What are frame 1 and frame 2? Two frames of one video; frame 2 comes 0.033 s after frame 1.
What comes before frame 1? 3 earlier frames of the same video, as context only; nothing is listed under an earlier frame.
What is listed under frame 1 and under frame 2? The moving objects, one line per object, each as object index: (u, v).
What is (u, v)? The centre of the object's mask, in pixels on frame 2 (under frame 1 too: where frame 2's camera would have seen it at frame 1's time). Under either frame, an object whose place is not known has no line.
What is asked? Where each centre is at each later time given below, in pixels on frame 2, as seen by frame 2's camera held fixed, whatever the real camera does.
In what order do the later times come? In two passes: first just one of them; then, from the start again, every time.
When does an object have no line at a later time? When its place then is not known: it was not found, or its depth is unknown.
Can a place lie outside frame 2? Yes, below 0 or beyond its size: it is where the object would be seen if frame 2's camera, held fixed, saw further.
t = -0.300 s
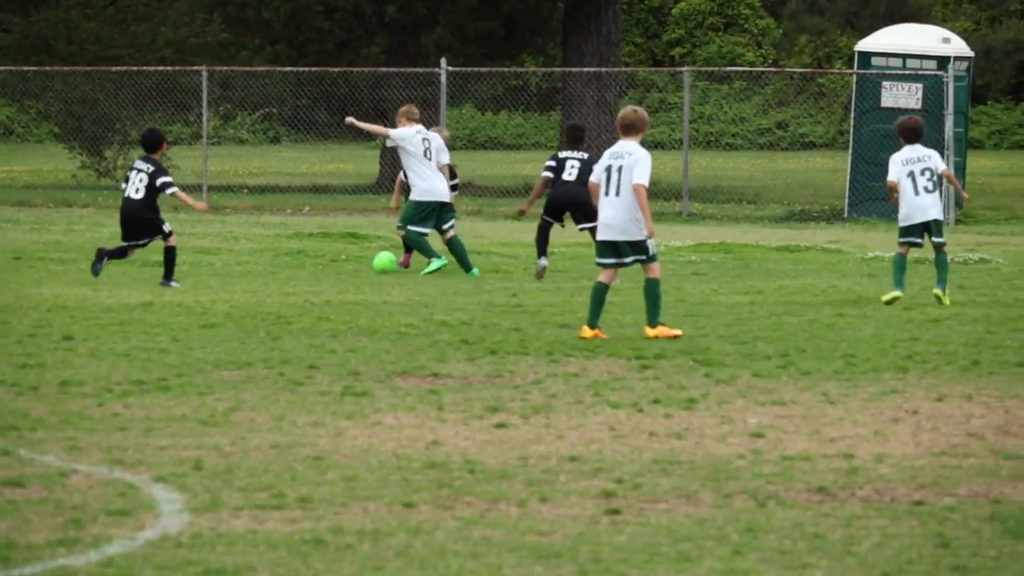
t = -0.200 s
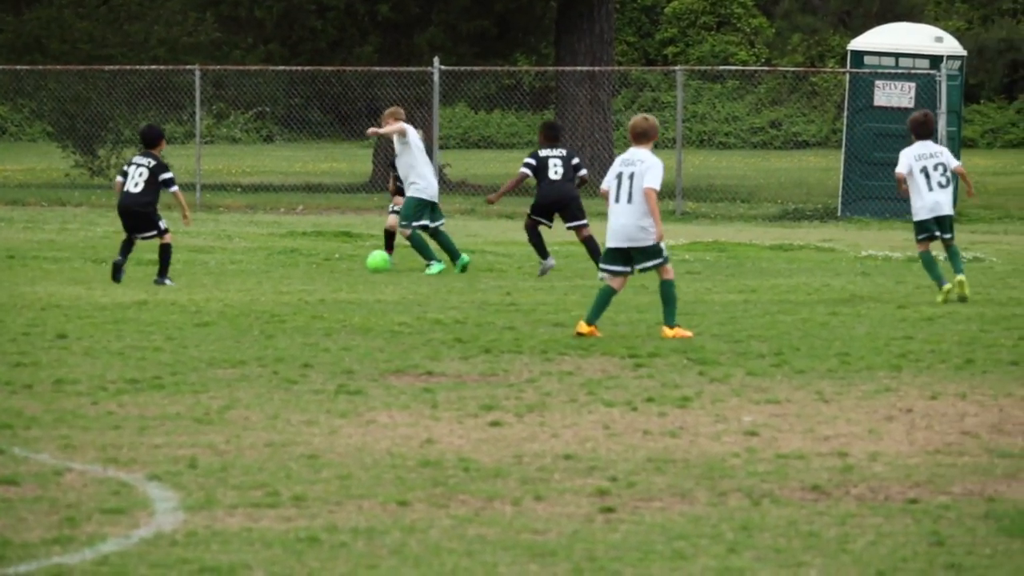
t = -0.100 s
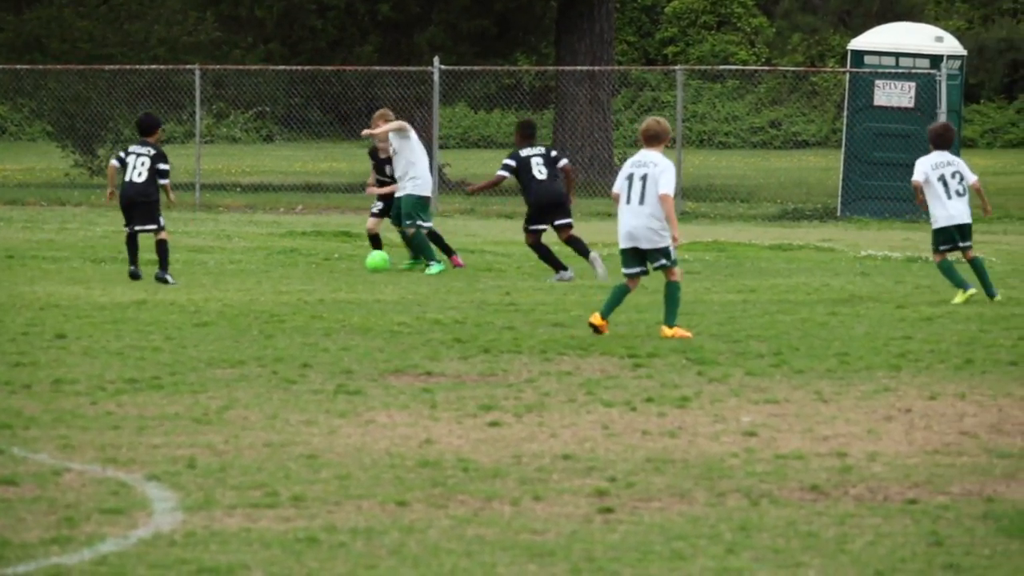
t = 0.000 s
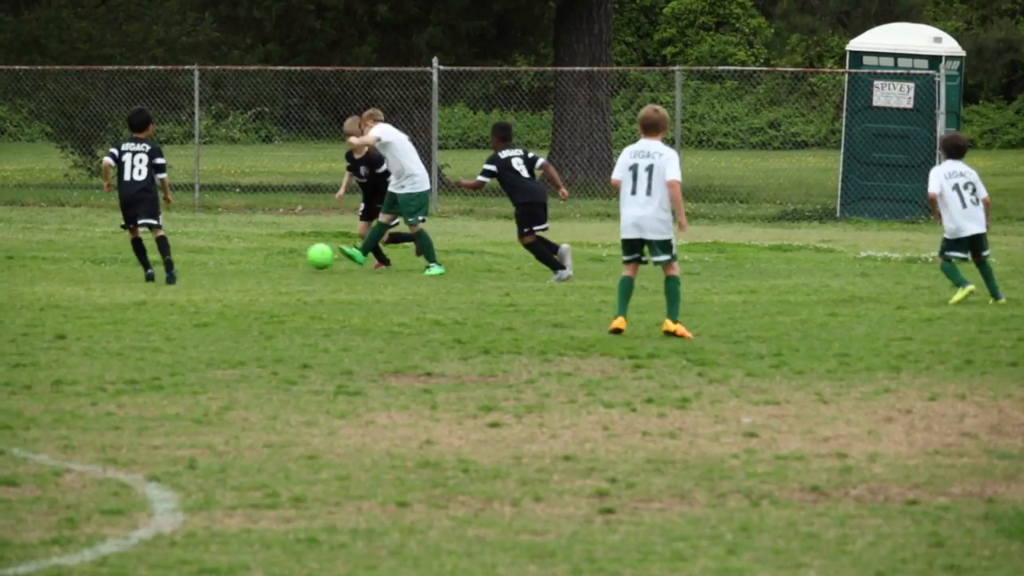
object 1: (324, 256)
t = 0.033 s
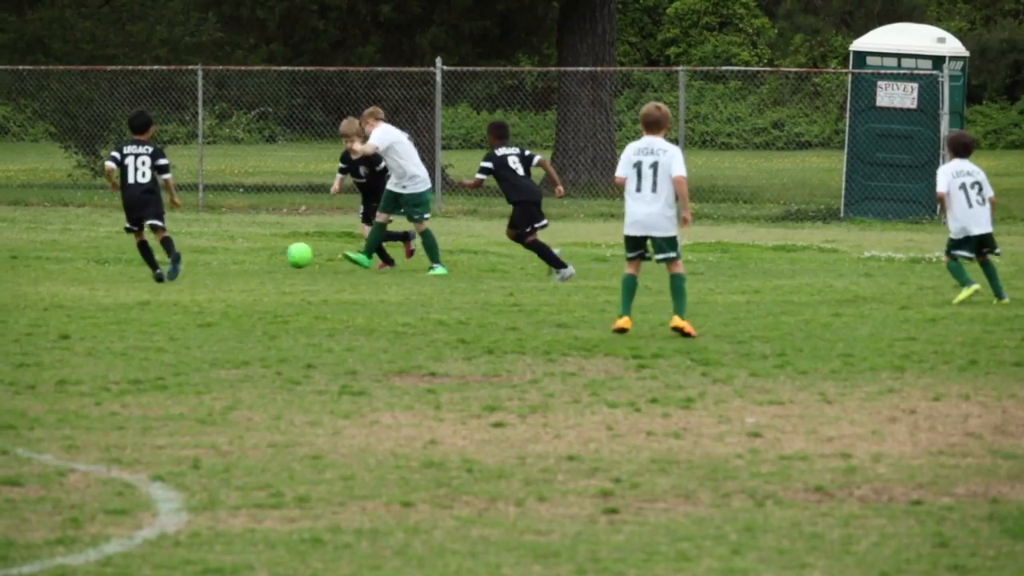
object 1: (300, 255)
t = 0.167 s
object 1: (199, 263)
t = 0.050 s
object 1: (287, 255)
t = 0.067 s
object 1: (274, 255)
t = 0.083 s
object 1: (262, 256)
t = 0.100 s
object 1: (249, 257)
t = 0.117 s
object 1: (237, 258)
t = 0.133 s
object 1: (224, 260)
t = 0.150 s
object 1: (212, 262)
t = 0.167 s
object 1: (199, 263)
